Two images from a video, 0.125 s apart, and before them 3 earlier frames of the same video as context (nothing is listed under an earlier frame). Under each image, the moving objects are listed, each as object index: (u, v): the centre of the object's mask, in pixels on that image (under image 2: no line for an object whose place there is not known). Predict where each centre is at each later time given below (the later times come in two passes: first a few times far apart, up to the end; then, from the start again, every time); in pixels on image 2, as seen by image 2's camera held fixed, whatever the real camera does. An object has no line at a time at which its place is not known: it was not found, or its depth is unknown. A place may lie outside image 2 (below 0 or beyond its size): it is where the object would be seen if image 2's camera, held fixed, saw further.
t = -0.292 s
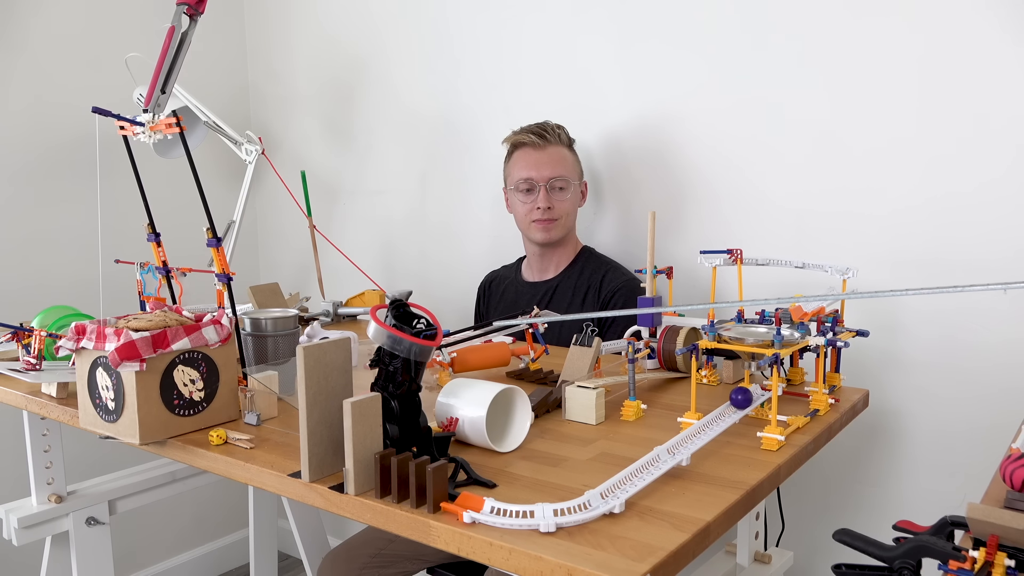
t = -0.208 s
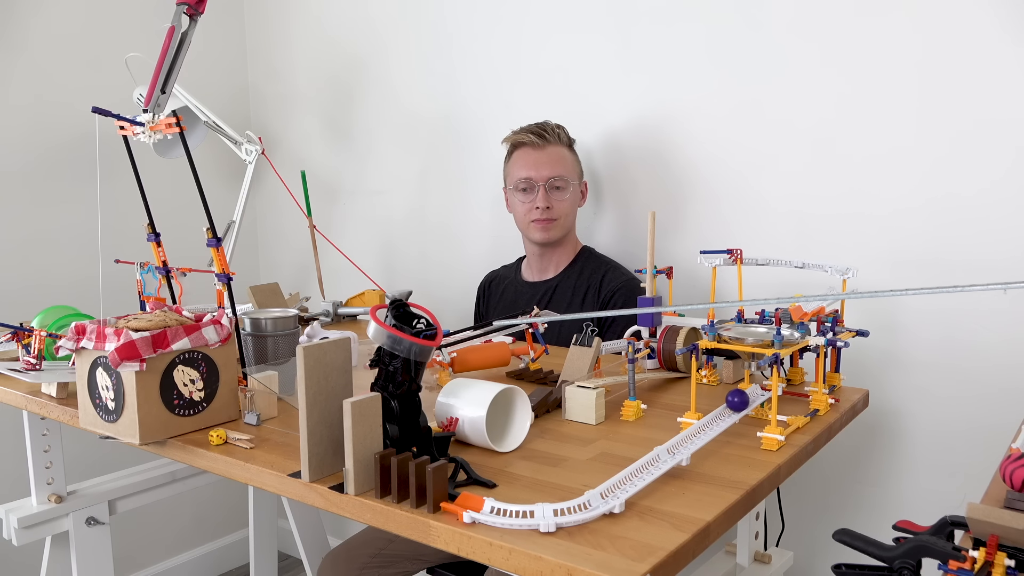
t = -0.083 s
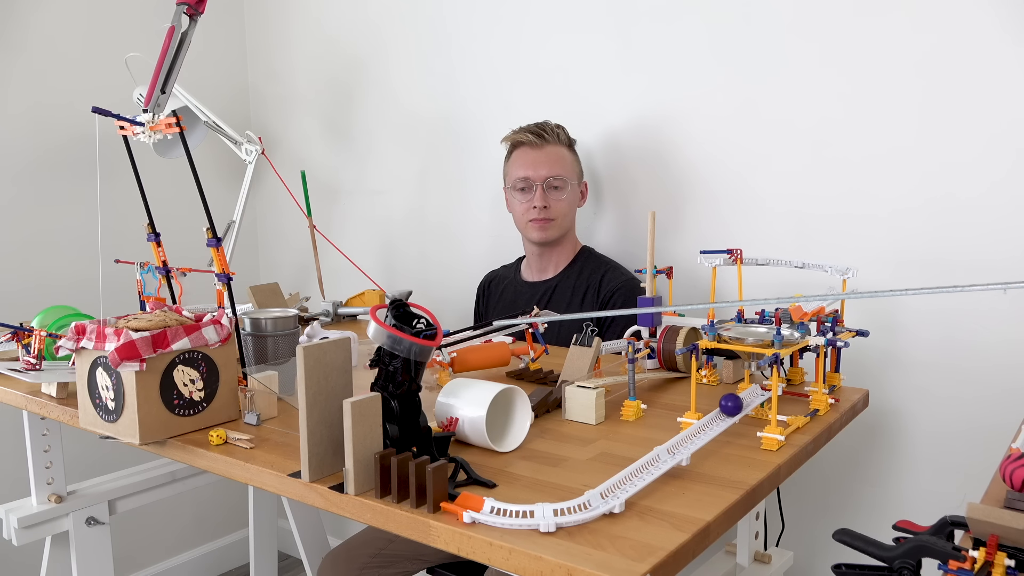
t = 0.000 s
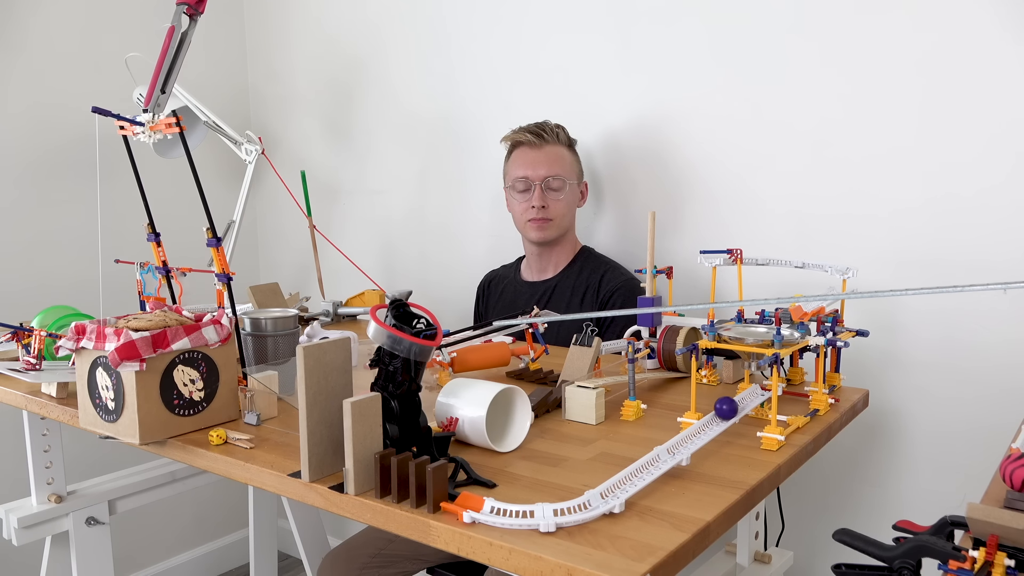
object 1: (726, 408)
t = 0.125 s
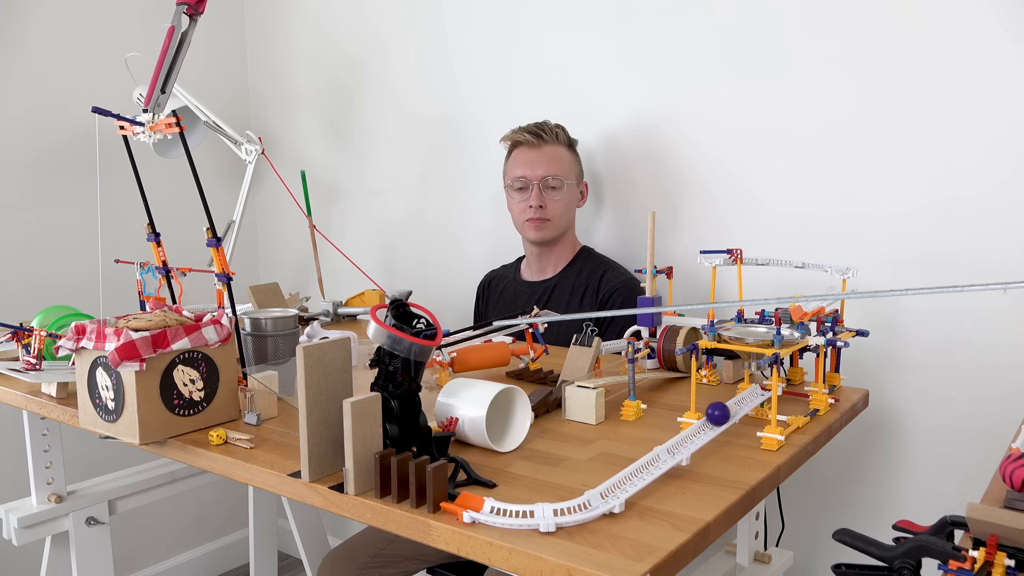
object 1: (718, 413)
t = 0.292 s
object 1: (705, 422)
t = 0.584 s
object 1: (676, 442)
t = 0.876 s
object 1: (641, 465)
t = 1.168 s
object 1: (593, 494)
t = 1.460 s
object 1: (509, 504)
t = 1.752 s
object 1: (450, 489)
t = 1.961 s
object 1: (446, 490)
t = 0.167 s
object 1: (715, 416)
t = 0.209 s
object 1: (712, 418)
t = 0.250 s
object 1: (708, 420)
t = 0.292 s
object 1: (705, 422)
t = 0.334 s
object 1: (702, 424)
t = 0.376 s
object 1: (698, 427)
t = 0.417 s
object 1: (694, 430)
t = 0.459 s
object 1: (690, 433)
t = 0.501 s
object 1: (685, 435)
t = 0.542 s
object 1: (681, 439)
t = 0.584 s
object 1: (676, 442)
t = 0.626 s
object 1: (672, 444)
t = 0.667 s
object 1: (667, 447)
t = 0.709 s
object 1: (662, 450)
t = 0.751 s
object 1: (657, 453)
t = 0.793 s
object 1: (652, 457)
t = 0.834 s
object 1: (647, 461)
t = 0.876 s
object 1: (641, 465)
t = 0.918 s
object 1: (635, 469)
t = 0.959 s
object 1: (628, 473)
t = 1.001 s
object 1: (622, 477)
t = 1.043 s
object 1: (615, 482)
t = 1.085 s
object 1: (608, 486)
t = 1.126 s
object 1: (601, 490)
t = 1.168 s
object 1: (593, 494)
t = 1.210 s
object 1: (584, 498)
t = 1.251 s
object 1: (572, 501)
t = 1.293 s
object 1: (560, 502)
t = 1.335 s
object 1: (547, 503)
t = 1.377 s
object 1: (534, 504)
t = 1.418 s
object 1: (521, 504)
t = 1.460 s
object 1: (509, 504)
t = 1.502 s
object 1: (497, 502)
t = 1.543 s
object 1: (487, 500)
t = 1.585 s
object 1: (477, 497)
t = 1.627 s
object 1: (469, 494)
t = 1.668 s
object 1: (461, 492)
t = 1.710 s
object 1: (454, 489)
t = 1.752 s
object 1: (450, 489)
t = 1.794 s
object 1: (448, 489)
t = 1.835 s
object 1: (446, 490)
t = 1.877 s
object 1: (446, 490)
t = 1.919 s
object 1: (445, 490)
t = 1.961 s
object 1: (446, 490)
